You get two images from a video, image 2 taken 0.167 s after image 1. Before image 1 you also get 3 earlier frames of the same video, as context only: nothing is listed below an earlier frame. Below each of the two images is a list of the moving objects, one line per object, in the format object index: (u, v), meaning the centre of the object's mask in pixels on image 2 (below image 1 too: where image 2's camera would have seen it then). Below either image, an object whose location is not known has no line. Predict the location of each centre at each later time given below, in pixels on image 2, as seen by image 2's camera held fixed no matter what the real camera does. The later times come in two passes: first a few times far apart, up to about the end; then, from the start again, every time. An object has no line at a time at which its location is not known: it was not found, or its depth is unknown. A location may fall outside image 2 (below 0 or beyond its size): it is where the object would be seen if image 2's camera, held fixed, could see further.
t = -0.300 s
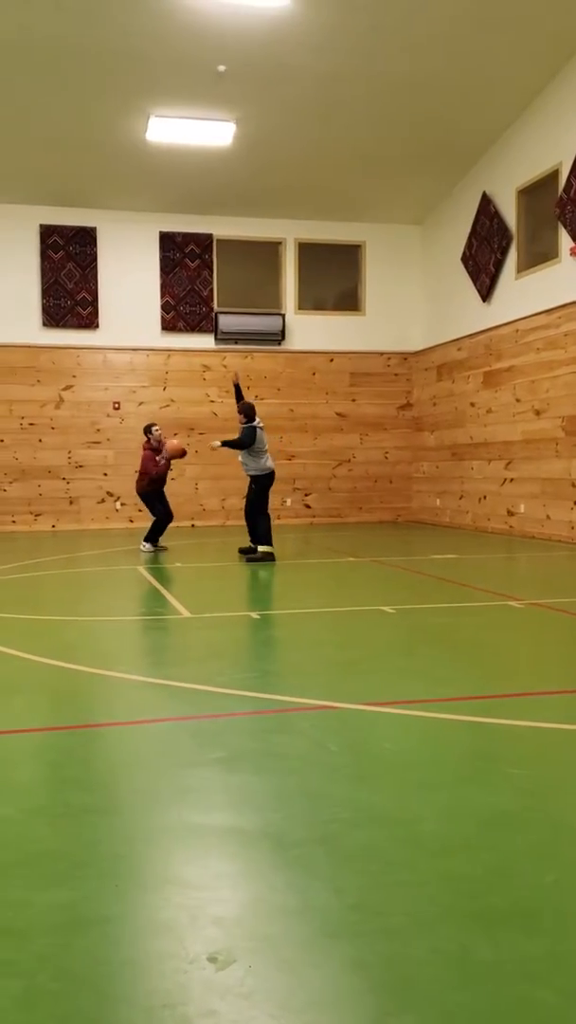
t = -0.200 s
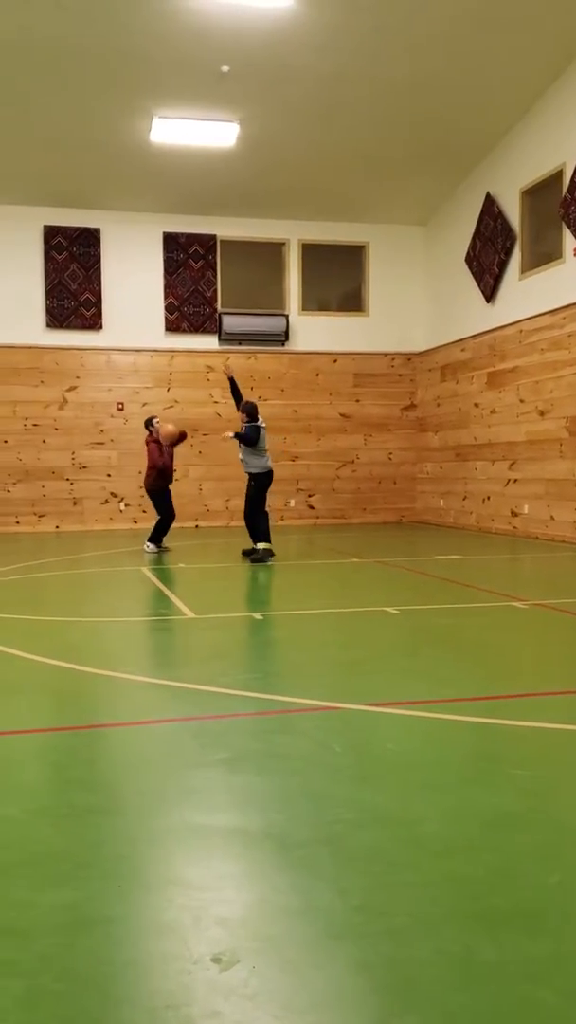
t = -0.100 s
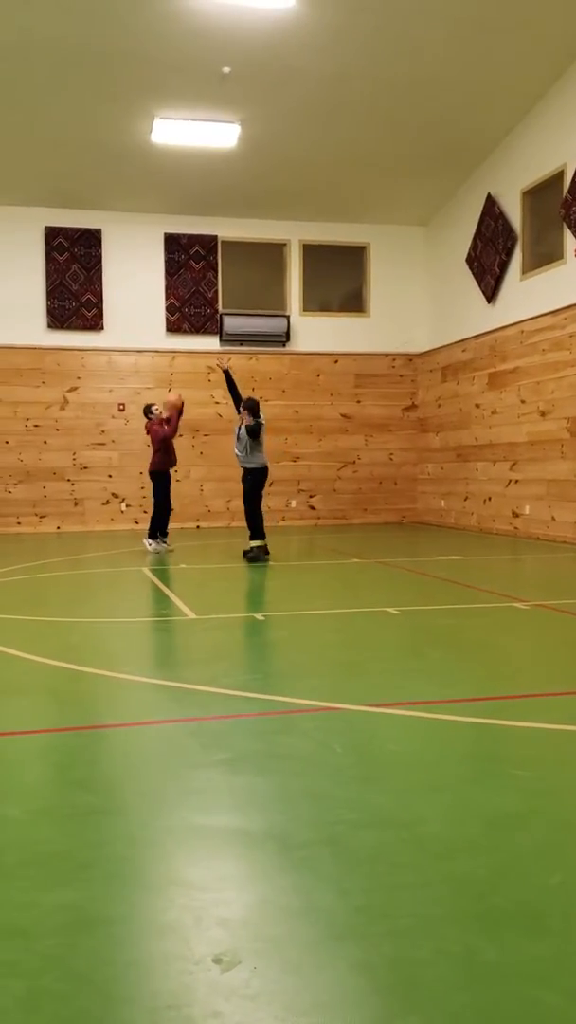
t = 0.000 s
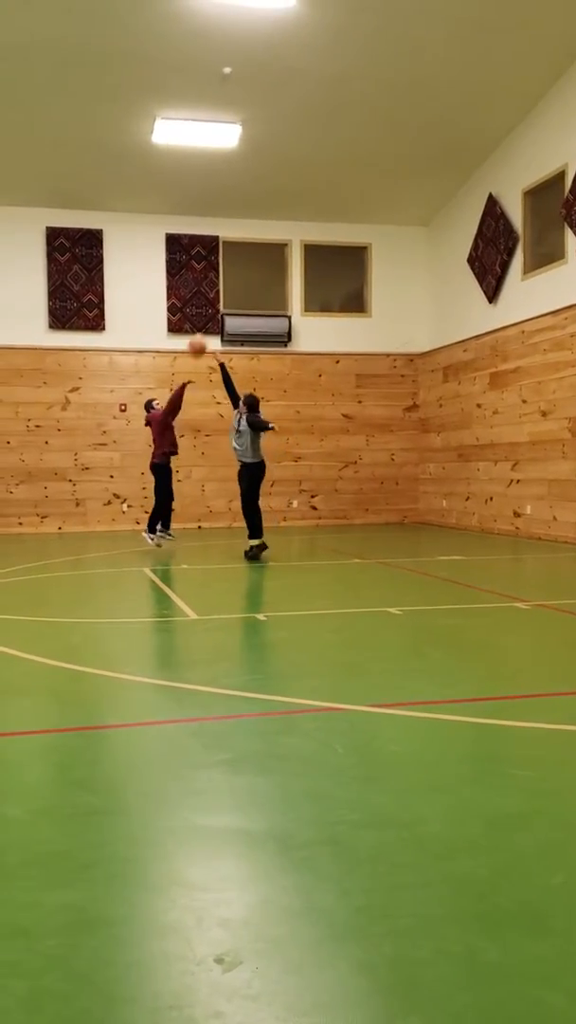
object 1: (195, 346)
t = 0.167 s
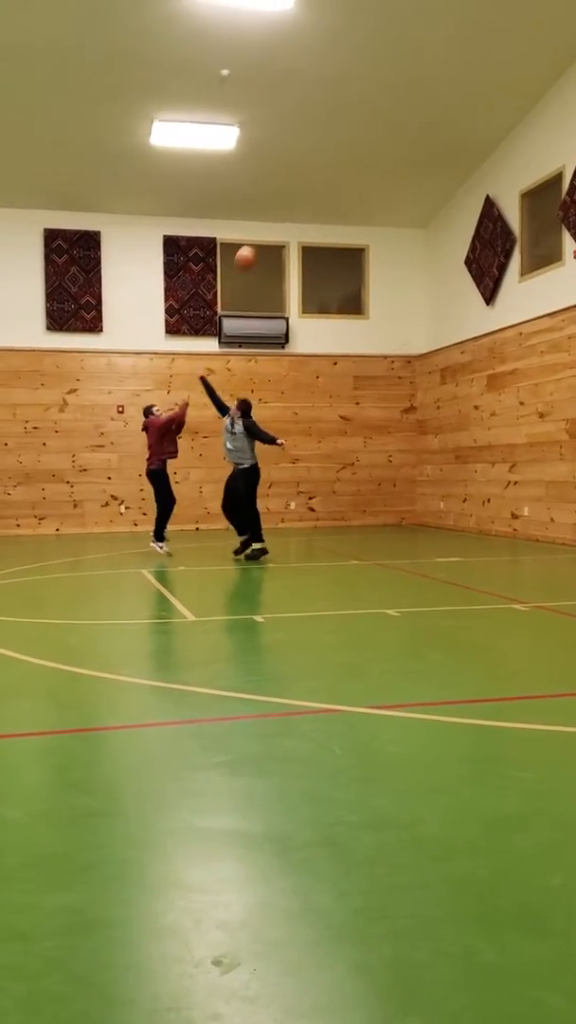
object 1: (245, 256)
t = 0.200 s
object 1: (255, 241)
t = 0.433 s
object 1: (330, 159)
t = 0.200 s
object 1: (255, 241)
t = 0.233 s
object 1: (267, 226)
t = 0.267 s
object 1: (277, 211)
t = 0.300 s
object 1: (289, 199)
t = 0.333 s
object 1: (299, 187)
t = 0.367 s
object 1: (309, 177)
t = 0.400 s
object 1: (319, 167)
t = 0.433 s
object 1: (330, 159)
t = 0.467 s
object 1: (341, 151)
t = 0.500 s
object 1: (354, 144)
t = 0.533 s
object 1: (367, 138)
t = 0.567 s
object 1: (379, 134)
